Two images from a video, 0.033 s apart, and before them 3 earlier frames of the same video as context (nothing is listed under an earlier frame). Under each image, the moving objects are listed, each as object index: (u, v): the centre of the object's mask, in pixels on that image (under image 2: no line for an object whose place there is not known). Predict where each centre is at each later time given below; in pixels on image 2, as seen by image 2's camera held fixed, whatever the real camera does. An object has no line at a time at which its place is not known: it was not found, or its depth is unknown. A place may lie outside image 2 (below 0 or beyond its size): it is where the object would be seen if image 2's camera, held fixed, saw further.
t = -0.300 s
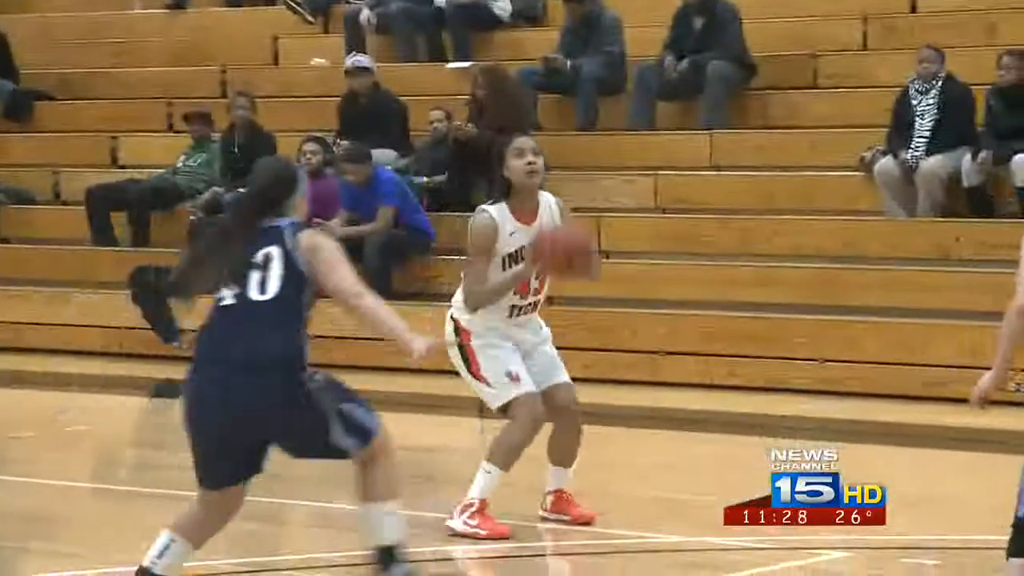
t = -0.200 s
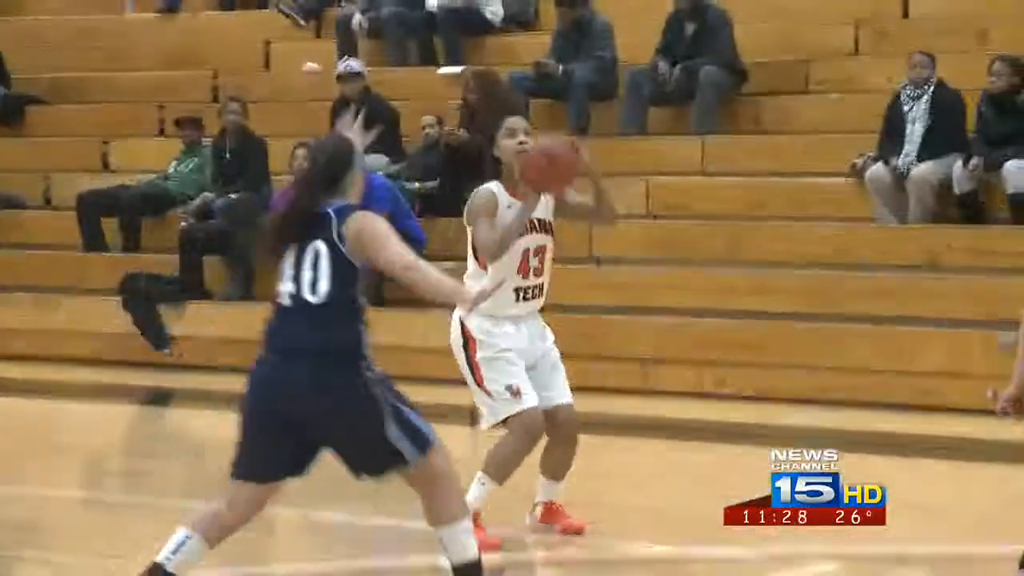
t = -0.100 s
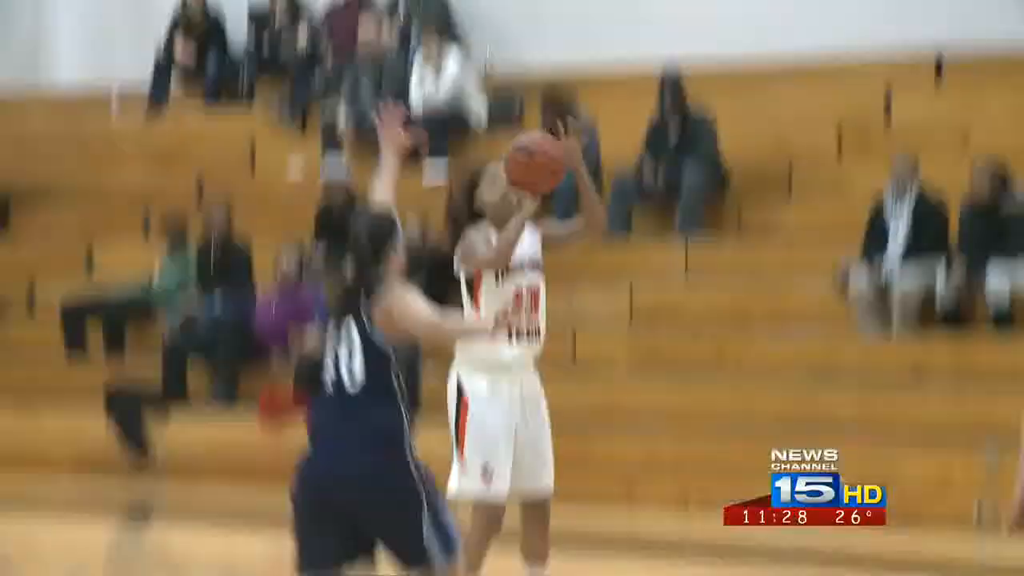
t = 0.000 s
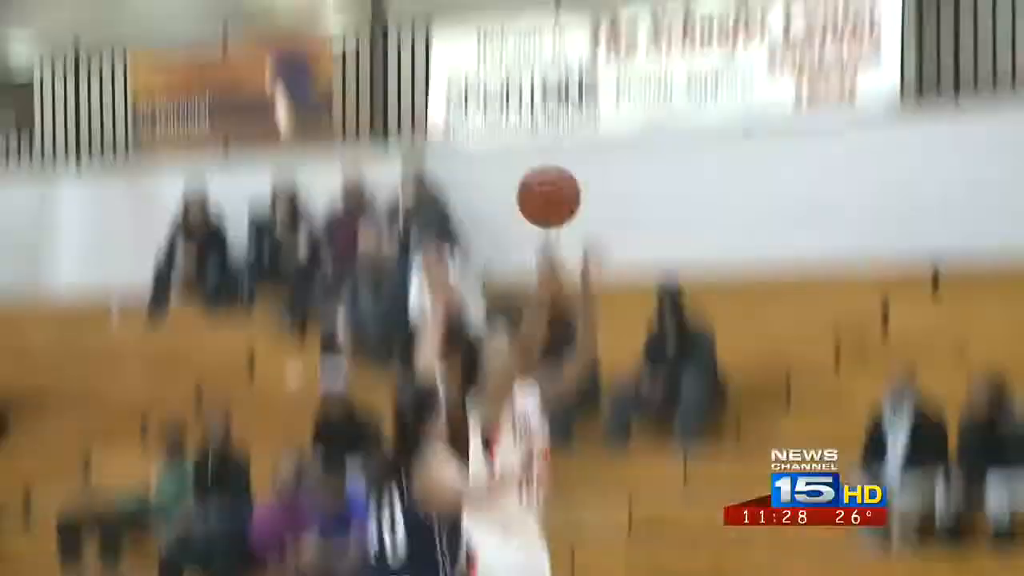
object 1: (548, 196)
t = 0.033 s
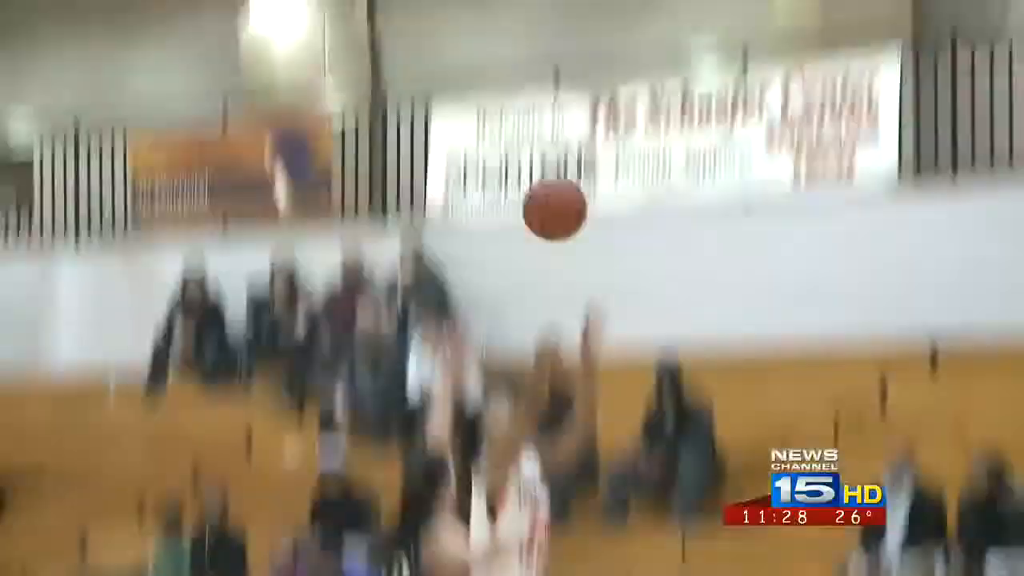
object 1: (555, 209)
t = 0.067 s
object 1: (562, 145)
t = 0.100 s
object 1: (570, 87)
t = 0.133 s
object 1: (580, 28)
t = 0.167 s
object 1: (589, -32)
